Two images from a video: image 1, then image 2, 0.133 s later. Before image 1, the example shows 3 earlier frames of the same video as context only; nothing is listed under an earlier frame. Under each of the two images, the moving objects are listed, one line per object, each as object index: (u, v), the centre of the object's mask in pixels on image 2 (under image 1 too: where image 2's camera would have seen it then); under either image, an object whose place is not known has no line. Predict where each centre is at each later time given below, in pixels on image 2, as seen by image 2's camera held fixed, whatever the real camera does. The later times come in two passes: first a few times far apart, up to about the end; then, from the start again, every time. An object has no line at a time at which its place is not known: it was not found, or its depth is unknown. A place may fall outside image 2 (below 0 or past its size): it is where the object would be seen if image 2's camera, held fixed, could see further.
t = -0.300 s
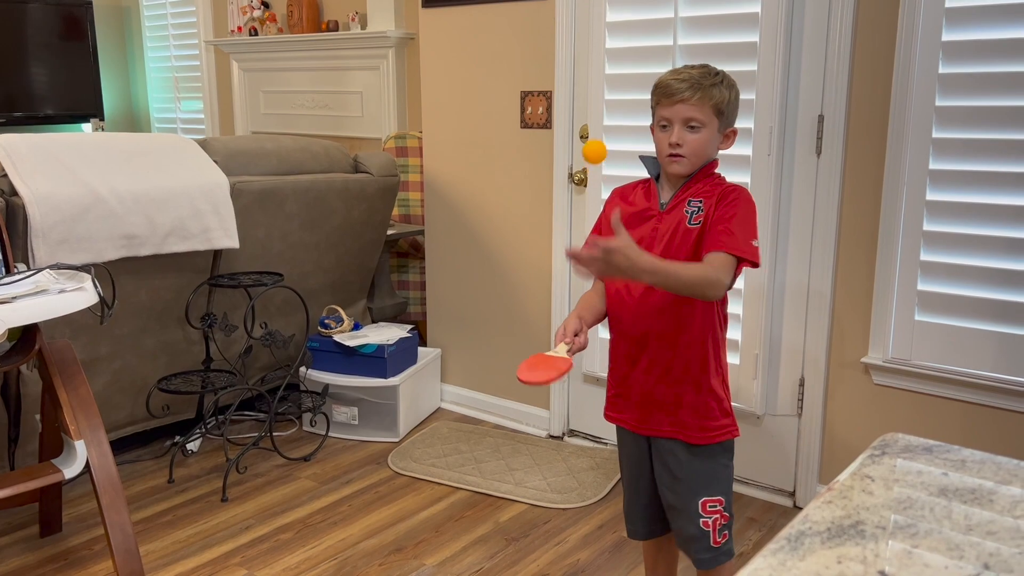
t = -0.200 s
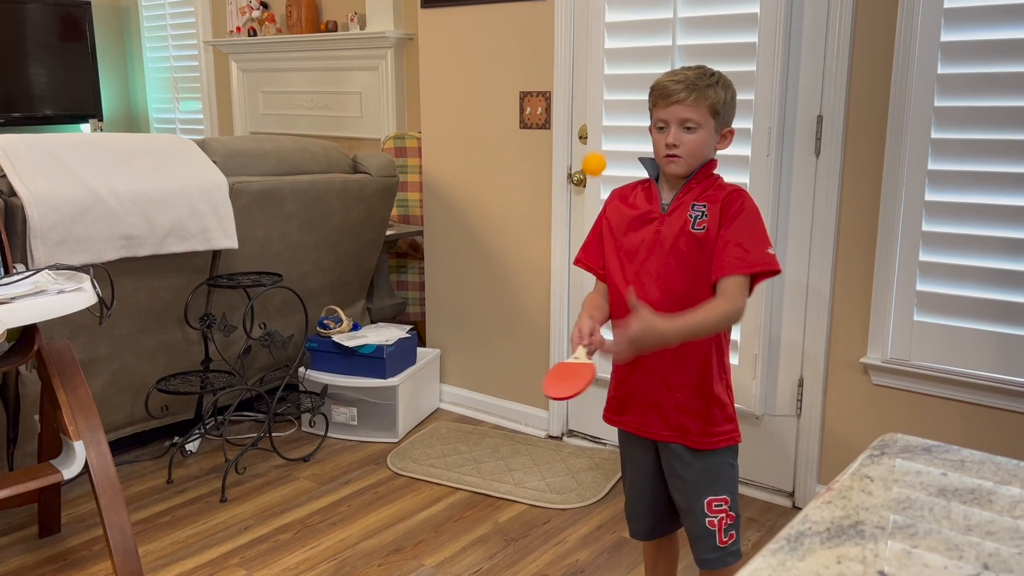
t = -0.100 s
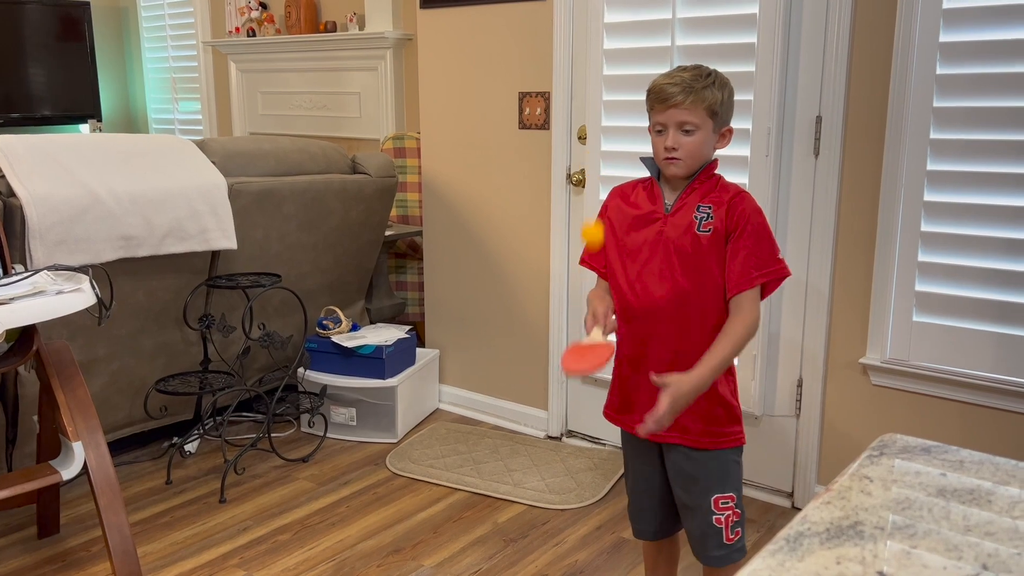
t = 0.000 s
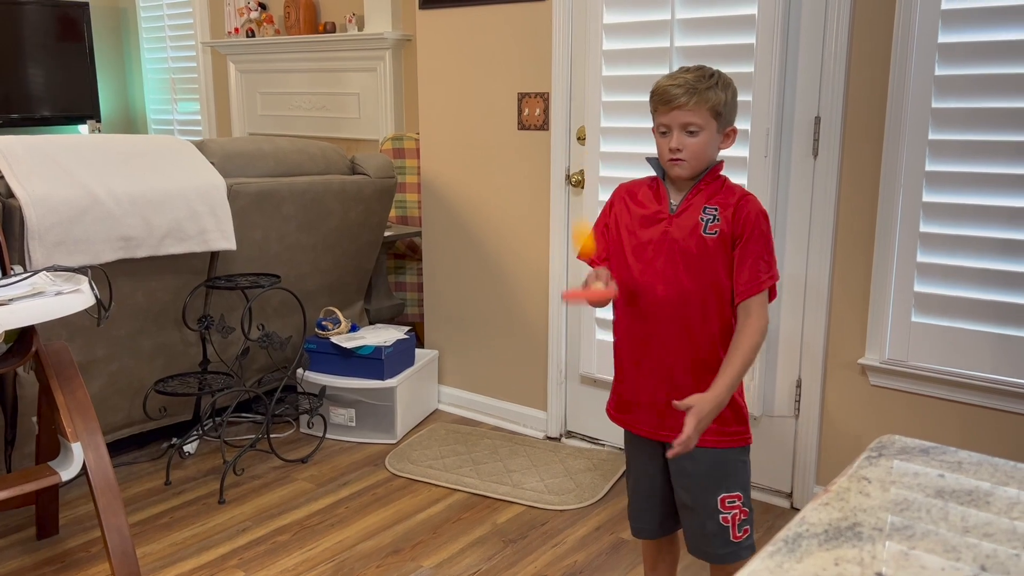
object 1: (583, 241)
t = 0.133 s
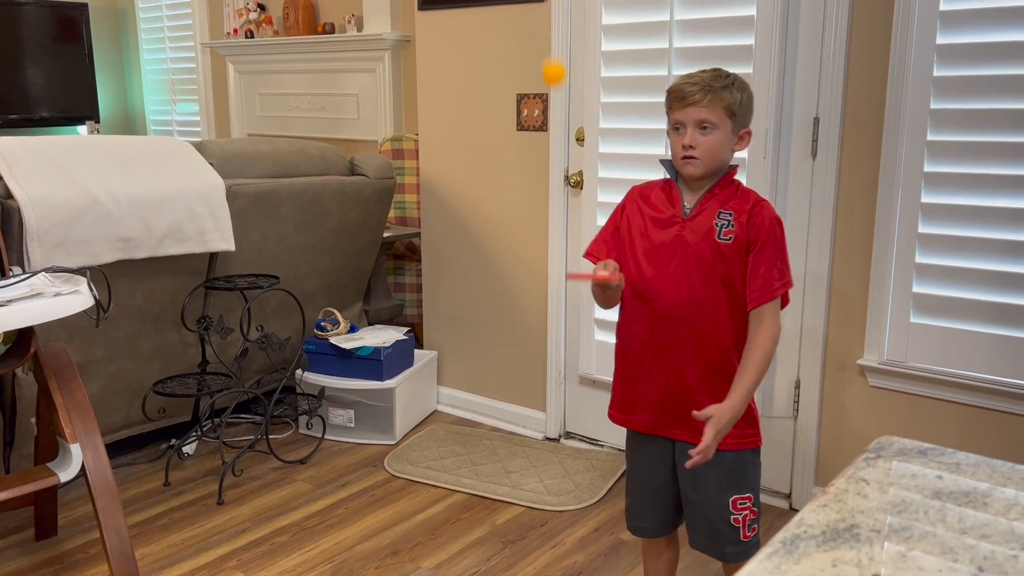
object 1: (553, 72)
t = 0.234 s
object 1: (532, 18)
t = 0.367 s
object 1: (502, 40)
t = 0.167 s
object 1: (546, 48)
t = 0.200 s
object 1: (539, 29)
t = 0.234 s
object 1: (532, 18)
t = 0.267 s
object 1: (524, 13)
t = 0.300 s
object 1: (517, 15)
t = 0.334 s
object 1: (510, 24)
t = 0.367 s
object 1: (502, 40)
